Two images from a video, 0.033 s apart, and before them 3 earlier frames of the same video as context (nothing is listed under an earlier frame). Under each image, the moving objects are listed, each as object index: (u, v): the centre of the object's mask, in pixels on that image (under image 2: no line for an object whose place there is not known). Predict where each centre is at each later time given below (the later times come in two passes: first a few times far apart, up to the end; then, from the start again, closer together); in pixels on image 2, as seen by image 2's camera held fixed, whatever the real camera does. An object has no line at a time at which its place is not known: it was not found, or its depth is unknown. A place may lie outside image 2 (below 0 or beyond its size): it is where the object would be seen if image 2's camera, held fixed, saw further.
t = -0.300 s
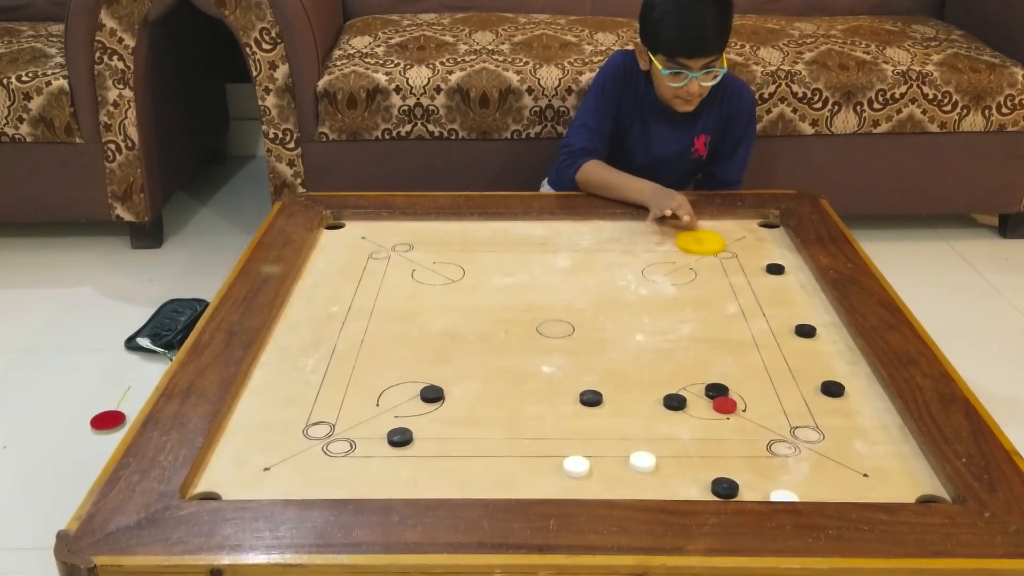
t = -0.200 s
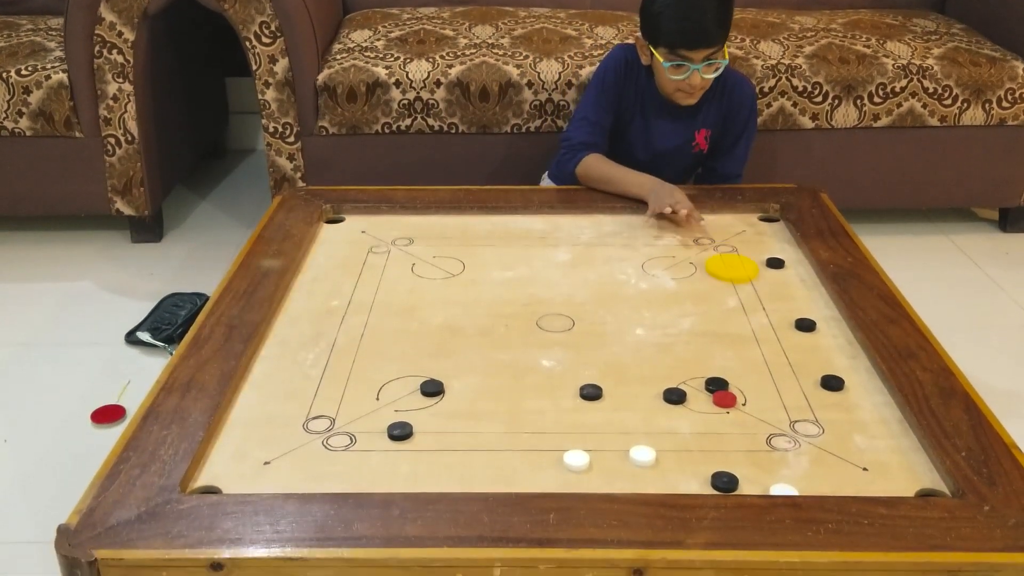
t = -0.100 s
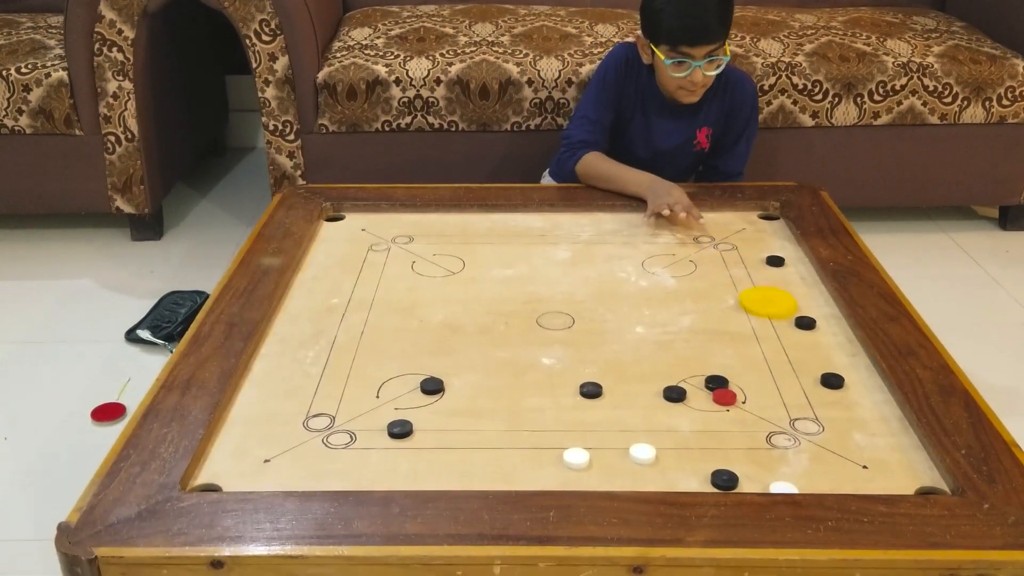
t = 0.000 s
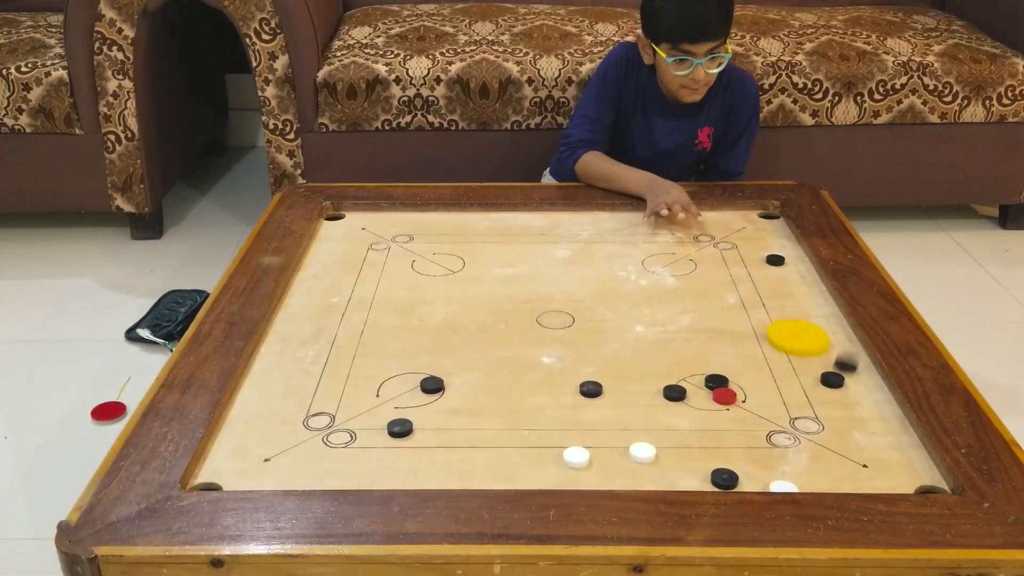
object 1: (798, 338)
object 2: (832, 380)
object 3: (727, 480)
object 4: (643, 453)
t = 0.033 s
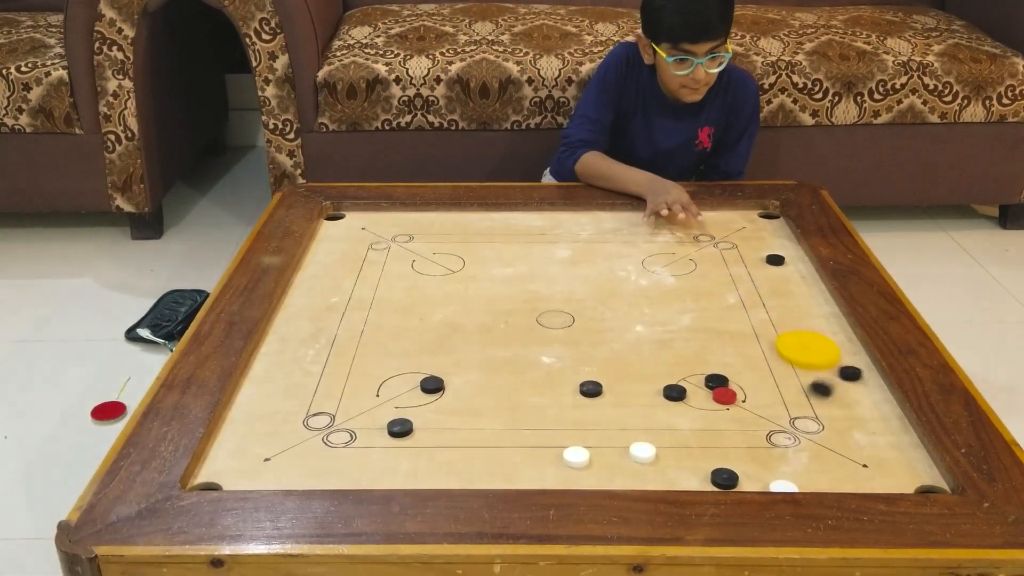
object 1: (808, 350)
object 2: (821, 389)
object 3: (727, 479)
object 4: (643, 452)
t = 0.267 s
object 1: (849, 440)
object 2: (722, 462)
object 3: (711, 484)
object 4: (643, 452)
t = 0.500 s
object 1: (841, 444)
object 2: (696, 461)
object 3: (661, 441)
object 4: (629, 448)
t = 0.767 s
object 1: (808, 388)
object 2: (680, 456)
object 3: (649, 408)
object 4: (629, 448)
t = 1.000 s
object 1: (784, 351)
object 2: (672, 452)
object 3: (638, 386)
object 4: (629, 448)
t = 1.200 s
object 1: (765, 325)
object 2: (667, 448)
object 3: (635, 375)
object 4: (629, 448)
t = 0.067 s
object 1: (818, 362)
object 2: (806, 401)
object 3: (727, 479)
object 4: (643, 452)
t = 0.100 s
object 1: (826, 375)
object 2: (790, 414)
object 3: (727, 479)
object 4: (643, 452)
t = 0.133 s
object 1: (833, 388)
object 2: (774, 427)
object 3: (726, 479)
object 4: (643, 452)
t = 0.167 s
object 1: (837, 401)
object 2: (757, 441)
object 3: (726, 479)
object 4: (643, 452)
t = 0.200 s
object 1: (841, 413)
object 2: (741, 455)
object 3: (726, 479)
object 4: (643, 452)
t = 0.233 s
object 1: (845, 427)
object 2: (729, 462)
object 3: (721, 481)
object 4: (643, 452)
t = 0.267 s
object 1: (849, 440)
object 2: (722, 462)
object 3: (711, 484)
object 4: (643, 452)
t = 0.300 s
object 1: (854, 454)
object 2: (717, 463)
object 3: (696, 480)
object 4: (643, 452)
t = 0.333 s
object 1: (858, 467)
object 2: (713, 463)
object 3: (684, 471)
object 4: (643, 452)
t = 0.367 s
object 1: (859, 474)
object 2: (709, 463)
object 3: (672, 463)
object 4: (642, 452)
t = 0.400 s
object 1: (856, 469)
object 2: (705, 463)
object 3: (666, 457)
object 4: (639, 451)
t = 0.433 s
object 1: (850, 461)
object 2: (702, 462)
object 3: (664, 451)
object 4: (634, 449)
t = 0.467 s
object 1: (846, 453)
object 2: (699, 462)
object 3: (663, 446)
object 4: (631, 448)
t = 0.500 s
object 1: (841, 444)
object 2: (696, 461)
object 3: (661, 441)
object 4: (629, 448)
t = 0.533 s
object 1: (836, 436)
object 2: (693, 461)
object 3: (660, 436)
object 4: (629, 448)
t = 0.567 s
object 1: (832, 429)
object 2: (691, 460)
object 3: (658, 431)
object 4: (629, 448)
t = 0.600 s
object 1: (827, 421)
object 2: (688, 460)
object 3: (657, 427)
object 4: (629, 448)
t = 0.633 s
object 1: (823, 414)
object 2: (686, 459)
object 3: (655, 423)
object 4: (629, 448)
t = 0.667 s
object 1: (819, 407)
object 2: (685, 458)
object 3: (654, 419)
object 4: (629, 448)
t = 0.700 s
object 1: (815, 400)
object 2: (683, 458)
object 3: (652, 415)
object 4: (629, 448)
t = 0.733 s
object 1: (812, 394)
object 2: (681, 457)
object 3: (651, 412)
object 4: (629, 448)
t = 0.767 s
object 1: (808, 388)
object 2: (680, 456)
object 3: (649, 408)
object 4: (629, 448)
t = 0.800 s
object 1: (805, 382)
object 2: (678, 456)
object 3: (648, 405)
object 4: (629, 448)
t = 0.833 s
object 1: (801, 376)
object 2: (677, 455)
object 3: (646, 401)
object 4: (629, 448)
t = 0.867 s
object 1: (798, 371)
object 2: (676, 454)
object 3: (644, 398)
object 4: (629, 448)
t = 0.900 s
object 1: (794, 366)
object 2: (675, 454)
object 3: (643, 395)
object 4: (629, 448)
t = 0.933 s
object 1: (791, 361)
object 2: (674, 453)
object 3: (641, 392)
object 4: (629, 448)
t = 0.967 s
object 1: (788, 356)
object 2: (673, 453)
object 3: (640, 389)
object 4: (629, 448)
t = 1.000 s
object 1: (784, 351)
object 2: (672, 452)
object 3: (638, 386)
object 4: (629, 448)
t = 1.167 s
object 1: (768, 329)
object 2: (668, 449)
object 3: (635, 376)
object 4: (629, 448)
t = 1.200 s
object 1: (765, 325)
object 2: (667, 448)
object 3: (635, 375)
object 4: (629, 448)
